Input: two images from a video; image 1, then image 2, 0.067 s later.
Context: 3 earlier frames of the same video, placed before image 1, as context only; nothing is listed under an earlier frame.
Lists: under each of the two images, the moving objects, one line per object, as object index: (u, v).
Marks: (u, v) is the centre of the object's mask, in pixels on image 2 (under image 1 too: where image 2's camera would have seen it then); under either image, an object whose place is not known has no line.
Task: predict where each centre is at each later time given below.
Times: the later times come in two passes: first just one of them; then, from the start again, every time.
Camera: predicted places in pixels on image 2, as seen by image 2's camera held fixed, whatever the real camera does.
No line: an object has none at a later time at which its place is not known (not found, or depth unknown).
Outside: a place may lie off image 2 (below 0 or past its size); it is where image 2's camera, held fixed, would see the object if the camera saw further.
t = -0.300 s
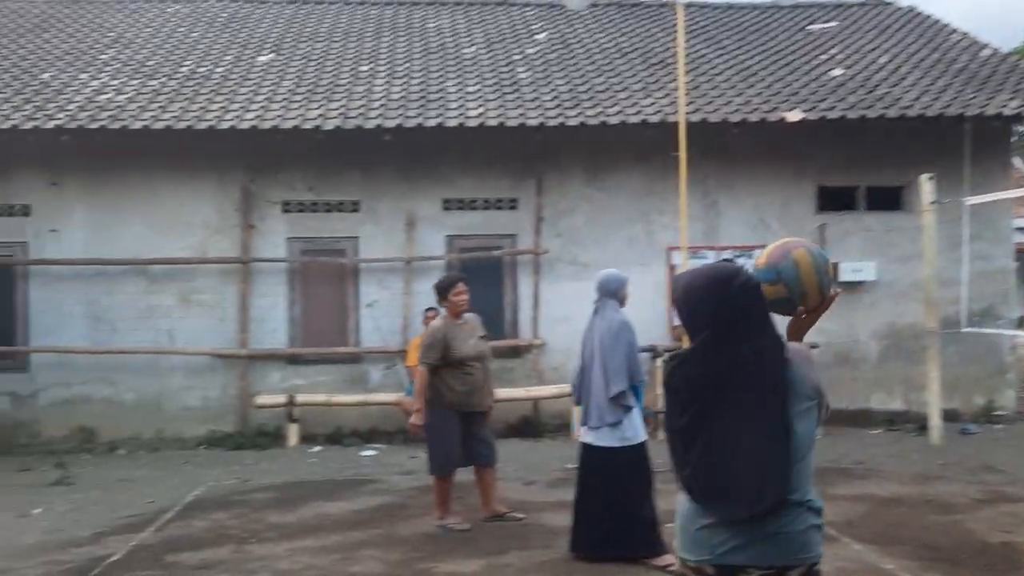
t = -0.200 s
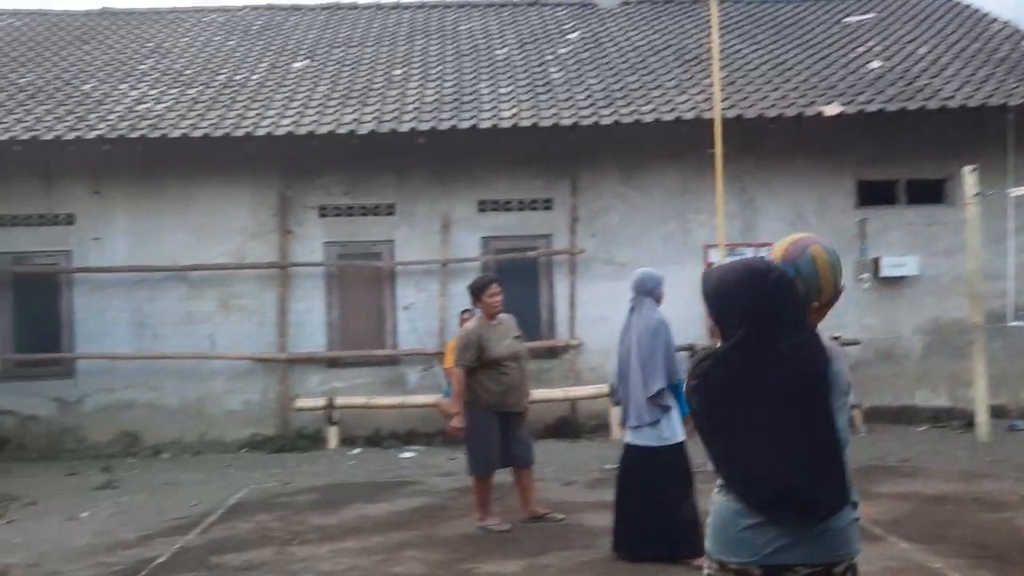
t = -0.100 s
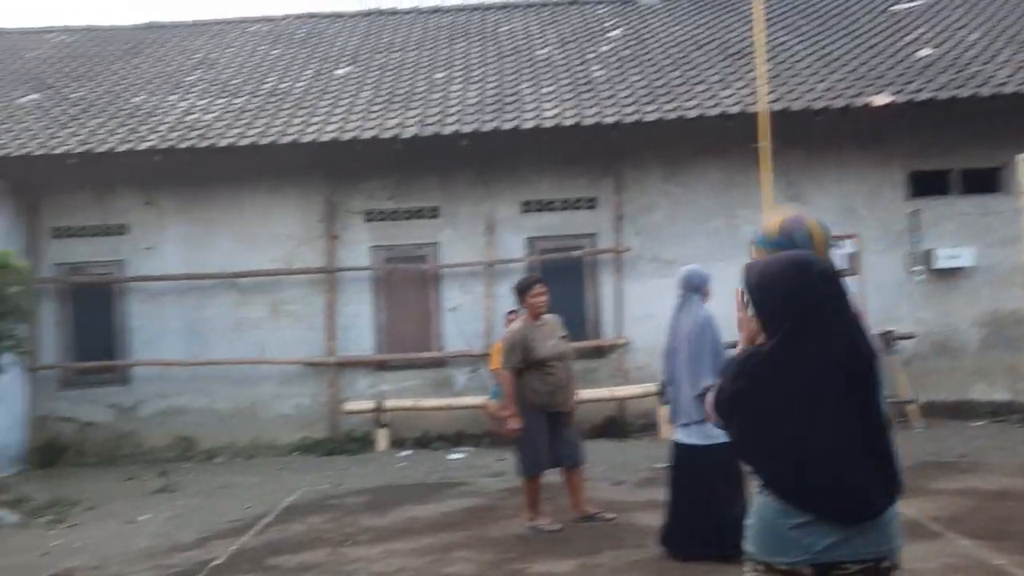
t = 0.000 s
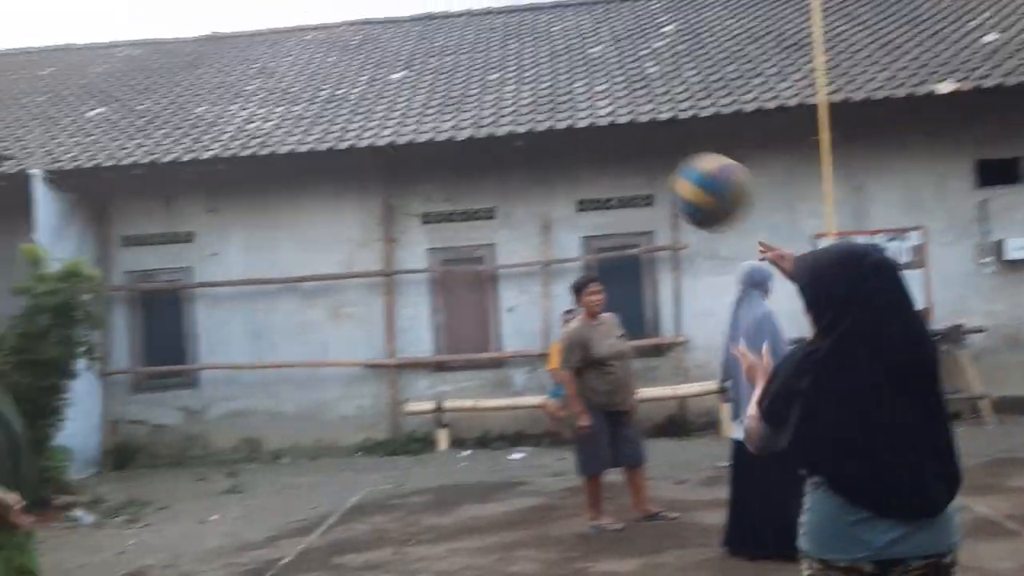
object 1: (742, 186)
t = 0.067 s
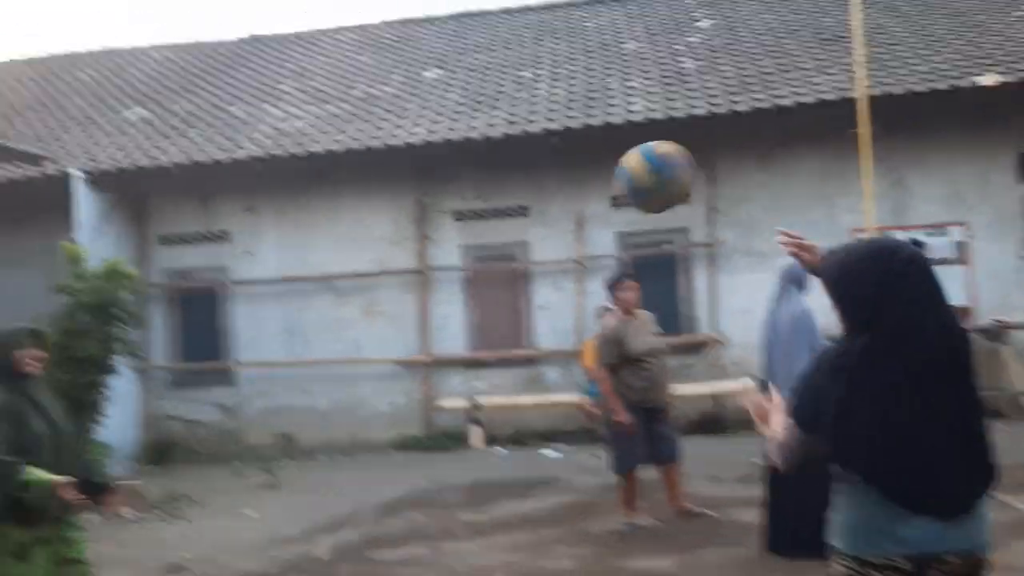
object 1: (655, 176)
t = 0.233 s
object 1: (450, 214)
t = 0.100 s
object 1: (612, 175)
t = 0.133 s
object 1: (567, 179)
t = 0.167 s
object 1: (527, 188)
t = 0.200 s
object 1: (489, 199)
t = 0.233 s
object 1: (450, 214)
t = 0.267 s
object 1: (419, 231)
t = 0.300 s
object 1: (387, 251)
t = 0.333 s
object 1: (355, 275)
